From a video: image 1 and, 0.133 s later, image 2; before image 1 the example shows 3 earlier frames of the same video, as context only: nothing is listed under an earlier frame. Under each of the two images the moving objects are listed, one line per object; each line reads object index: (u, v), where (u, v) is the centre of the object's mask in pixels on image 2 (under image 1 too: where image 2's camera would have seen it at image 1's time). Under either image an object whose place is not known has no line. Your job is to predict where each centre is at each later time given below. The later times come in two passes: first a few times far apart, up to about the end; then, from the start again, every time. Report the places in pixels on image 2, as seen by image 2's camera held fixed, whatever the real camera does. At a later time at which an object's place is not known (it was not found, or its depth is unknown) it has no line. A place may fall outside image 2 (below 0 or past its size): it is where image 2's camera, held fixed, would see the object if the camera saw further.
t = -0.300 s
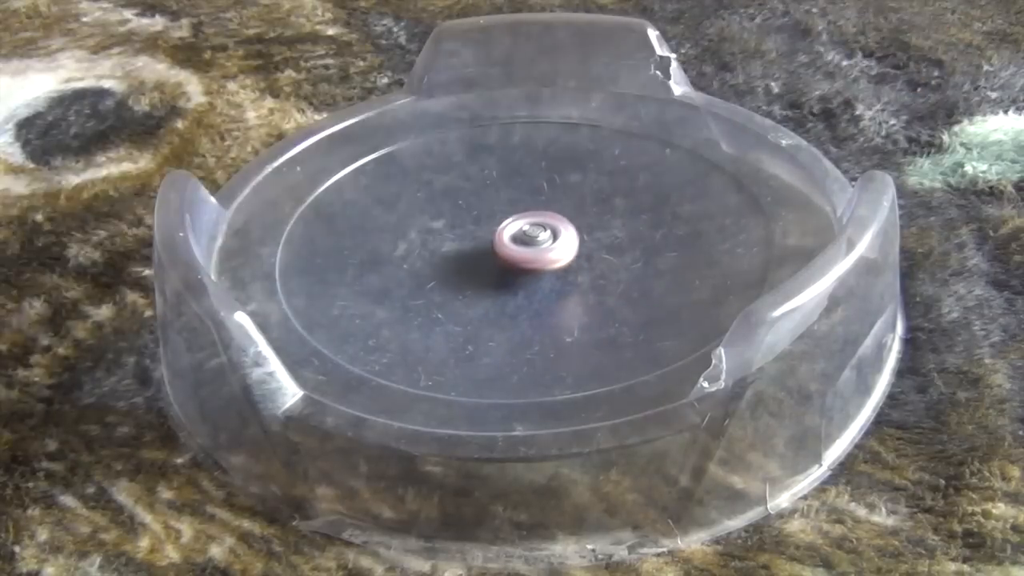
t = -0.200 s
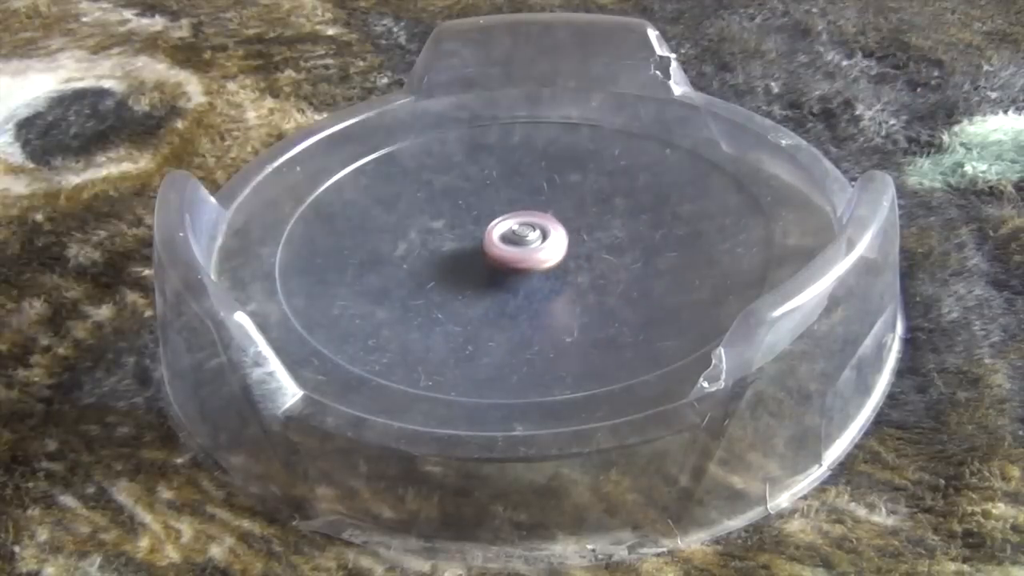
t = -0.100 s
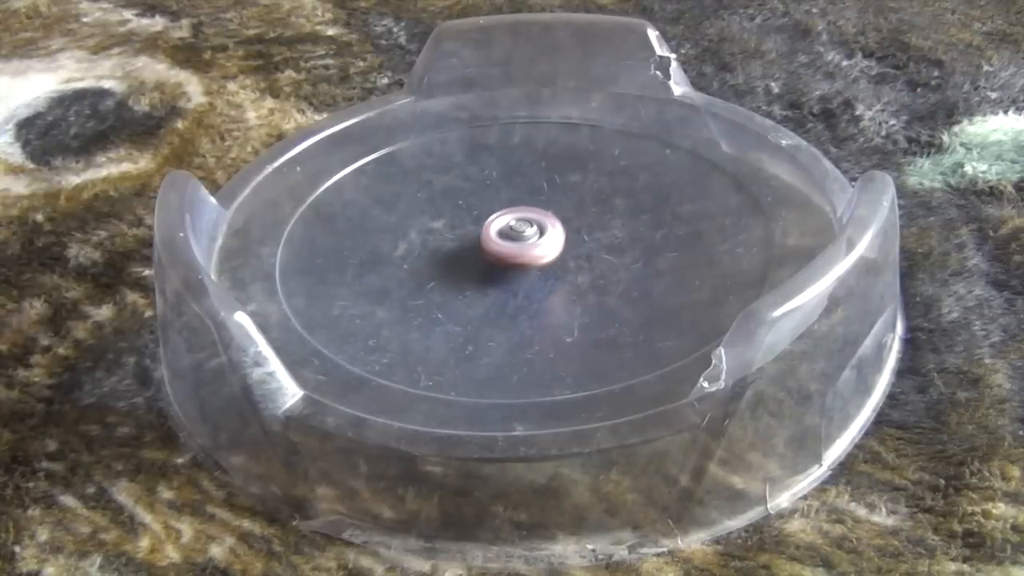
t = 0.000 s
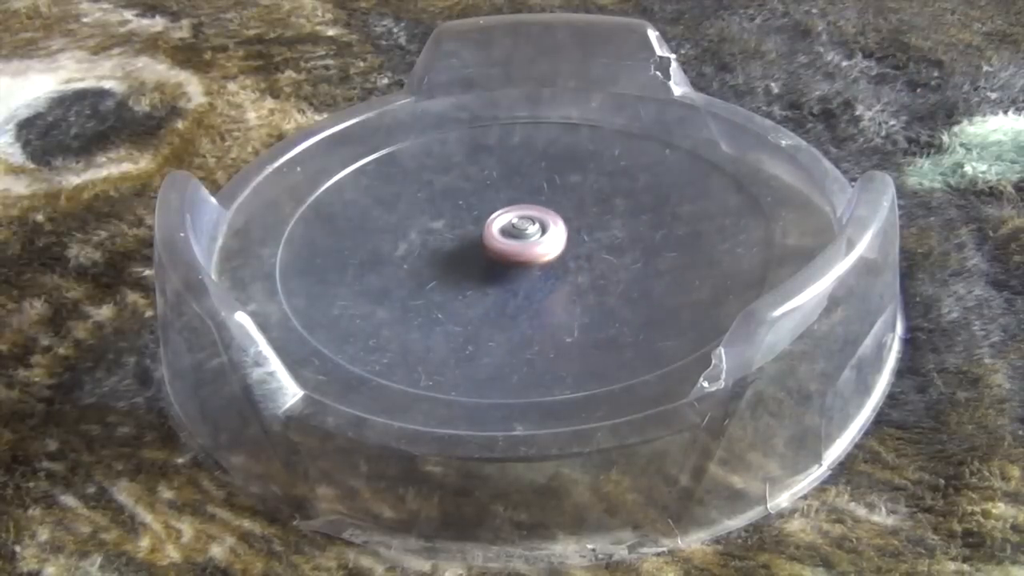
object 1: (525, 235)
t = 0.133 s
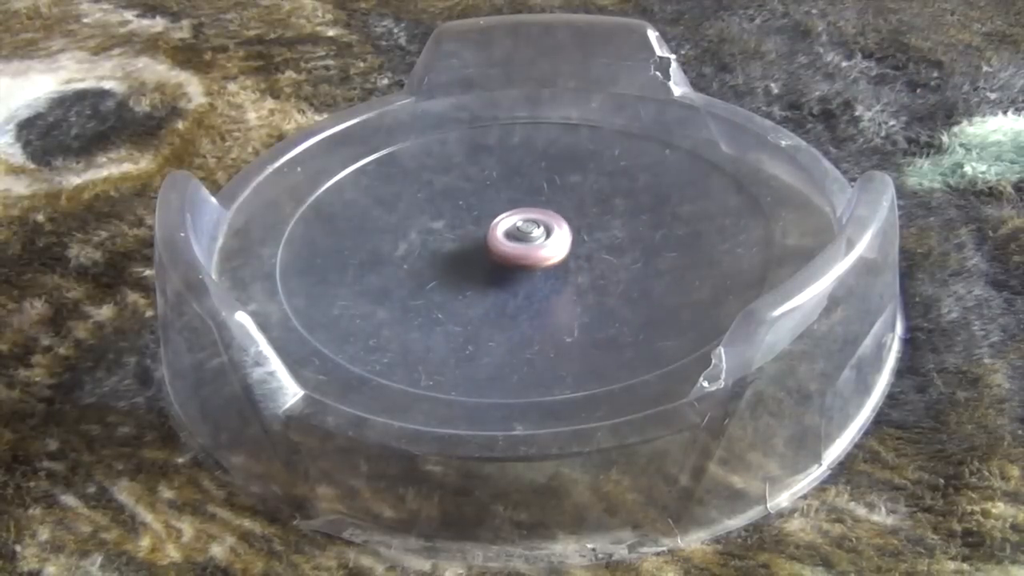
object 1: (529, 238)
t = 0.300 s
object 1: (520, 245)
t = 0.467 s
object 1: (511, 245)
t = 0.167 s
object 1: (529, 240)
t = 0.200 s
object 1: (529, 242)
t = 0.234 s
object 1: (527, 244)
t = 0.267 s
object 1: (524, 245)
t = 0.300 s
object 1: (520, 245)
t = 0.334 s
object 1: (518, 245)
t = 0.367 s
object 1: (515, 245)
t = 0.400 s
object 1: (513, 245)
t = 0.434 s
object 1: (512, 245)
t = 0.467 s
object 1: (511, 245)
